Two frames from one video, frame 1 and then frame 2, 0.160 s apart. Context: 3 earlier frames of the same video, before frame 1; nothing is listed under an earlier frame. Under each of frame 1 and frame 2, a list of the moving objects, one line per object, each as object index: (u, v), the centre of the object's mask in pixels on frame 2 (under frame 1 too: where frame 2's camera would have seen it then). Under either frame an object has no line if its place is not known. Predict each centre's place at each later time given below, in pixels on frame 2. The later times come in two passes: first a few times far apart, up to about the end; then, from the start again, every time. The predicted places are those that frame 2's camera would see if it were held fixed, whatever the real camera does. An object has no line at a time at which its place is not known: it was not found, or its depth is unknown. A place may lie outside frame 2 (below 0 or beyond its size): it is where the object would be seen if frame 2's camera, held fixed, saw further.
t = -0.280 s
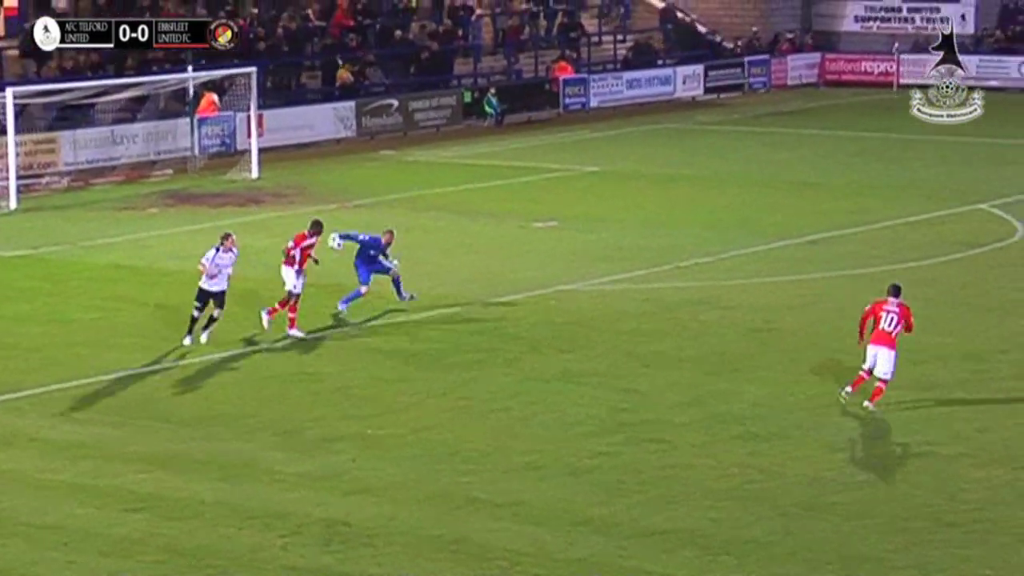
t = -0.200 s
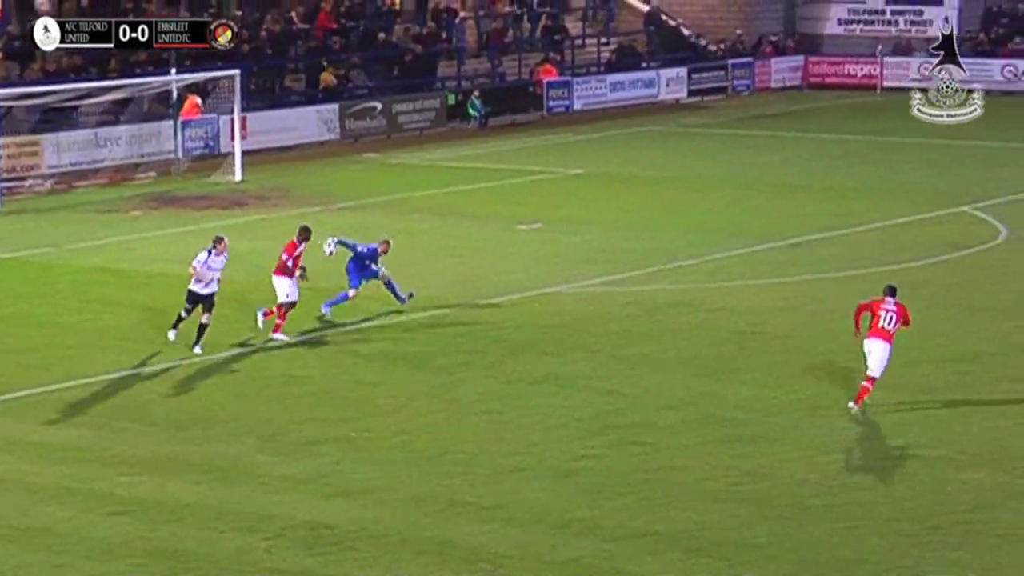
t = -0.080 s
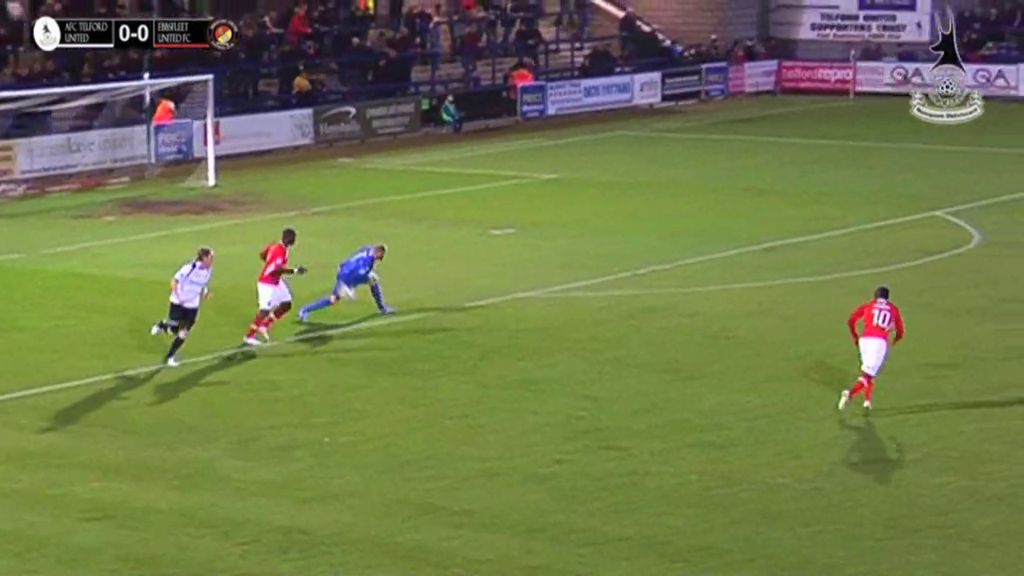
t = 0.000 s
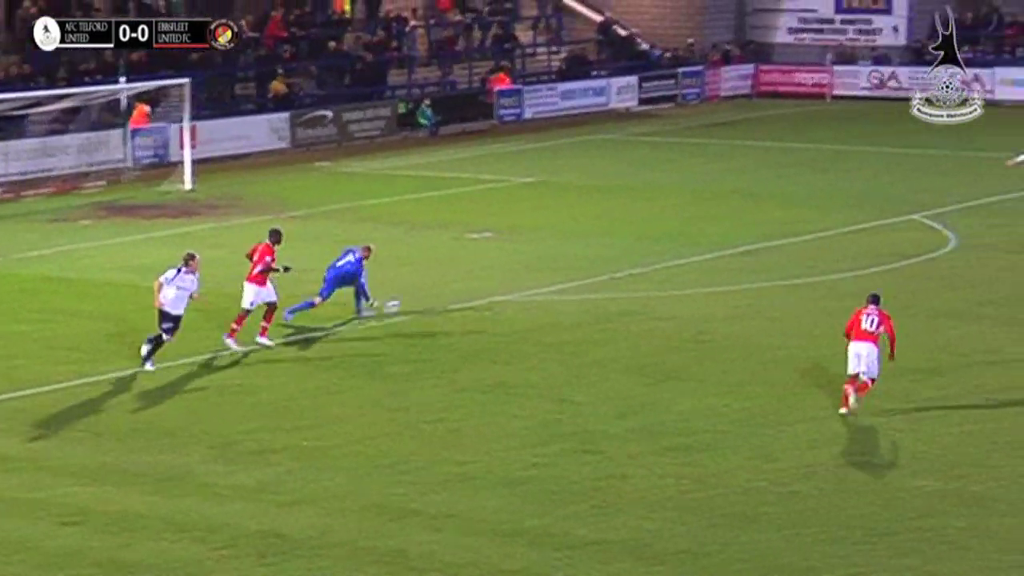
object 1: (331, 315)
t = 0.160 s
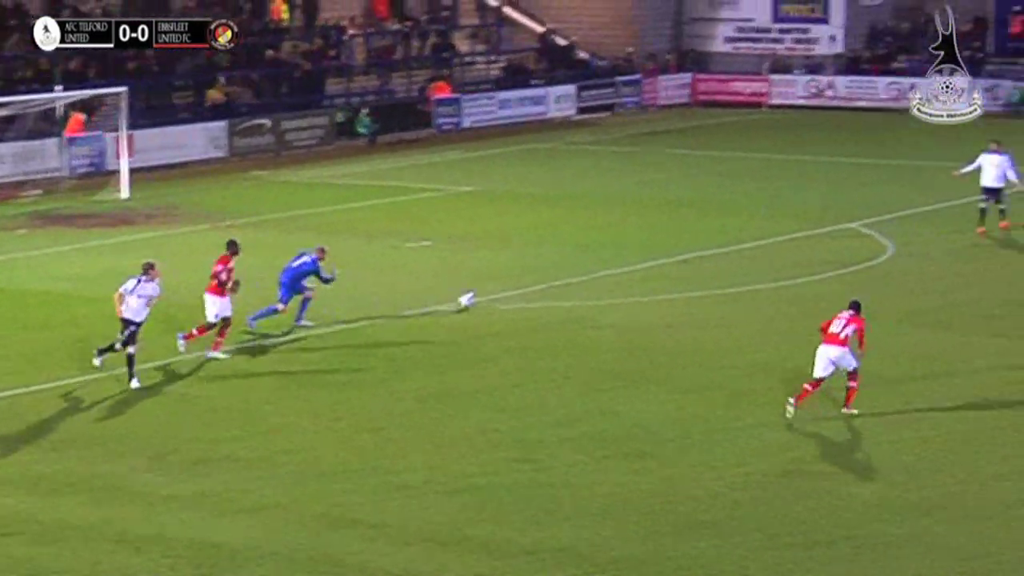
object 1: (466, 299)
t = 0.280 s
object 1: (556, 289)
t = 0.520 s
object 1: (709, 271)
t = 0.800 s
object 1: (850, 250)
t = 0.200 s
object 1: (497, 294)
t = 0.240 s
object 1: (527, 290)
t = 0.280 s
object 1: (556, 289)
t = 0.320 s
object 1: (584, 286)
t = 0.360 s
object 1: (610, 281)
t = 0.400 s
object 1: (635, 276)
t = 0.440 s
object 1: (661, 274)
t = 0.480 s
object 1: (685, 273)
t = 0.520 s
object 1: (709, 271)
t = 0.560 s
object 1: (731, 266)
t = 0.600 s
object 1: (753, 263)
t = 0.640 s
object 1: (774, 260)
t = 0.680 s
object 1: (794, 260)
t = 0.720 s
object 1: (814, 257)
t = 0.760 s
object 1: (832, 253)
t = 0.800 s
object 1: (850, 250)
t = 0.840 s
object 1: (869, 248)
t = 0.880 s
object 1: (888, 248)
